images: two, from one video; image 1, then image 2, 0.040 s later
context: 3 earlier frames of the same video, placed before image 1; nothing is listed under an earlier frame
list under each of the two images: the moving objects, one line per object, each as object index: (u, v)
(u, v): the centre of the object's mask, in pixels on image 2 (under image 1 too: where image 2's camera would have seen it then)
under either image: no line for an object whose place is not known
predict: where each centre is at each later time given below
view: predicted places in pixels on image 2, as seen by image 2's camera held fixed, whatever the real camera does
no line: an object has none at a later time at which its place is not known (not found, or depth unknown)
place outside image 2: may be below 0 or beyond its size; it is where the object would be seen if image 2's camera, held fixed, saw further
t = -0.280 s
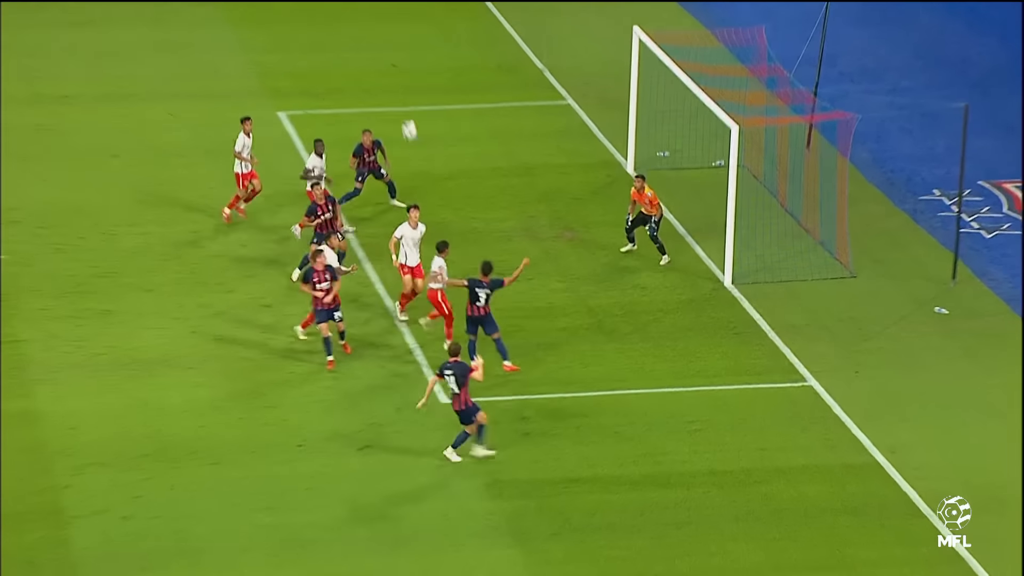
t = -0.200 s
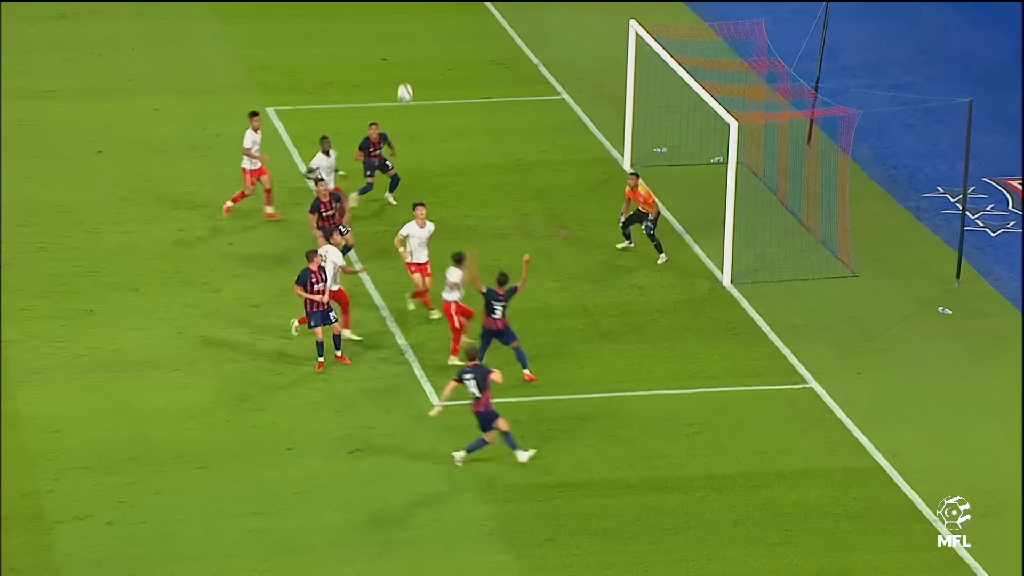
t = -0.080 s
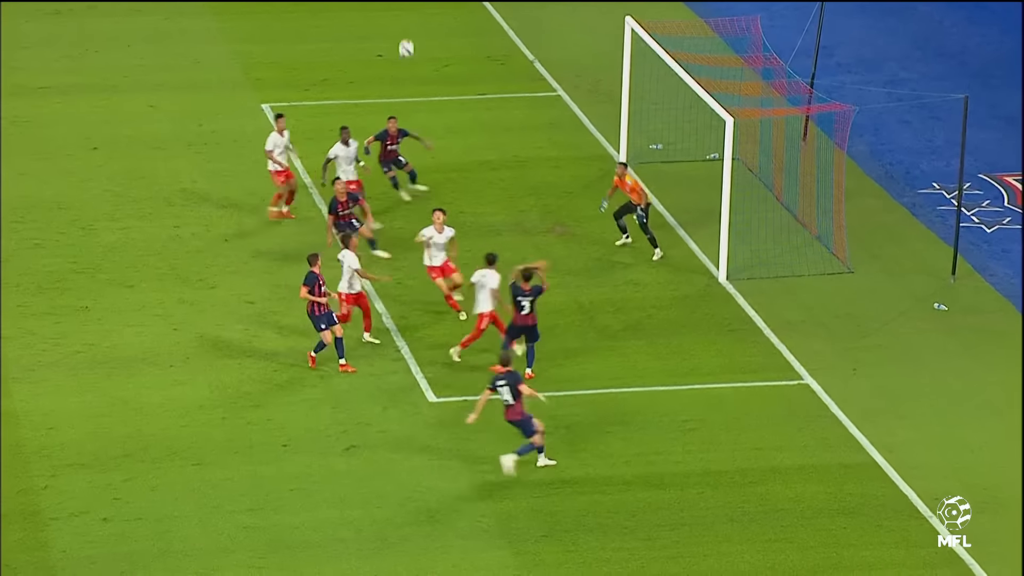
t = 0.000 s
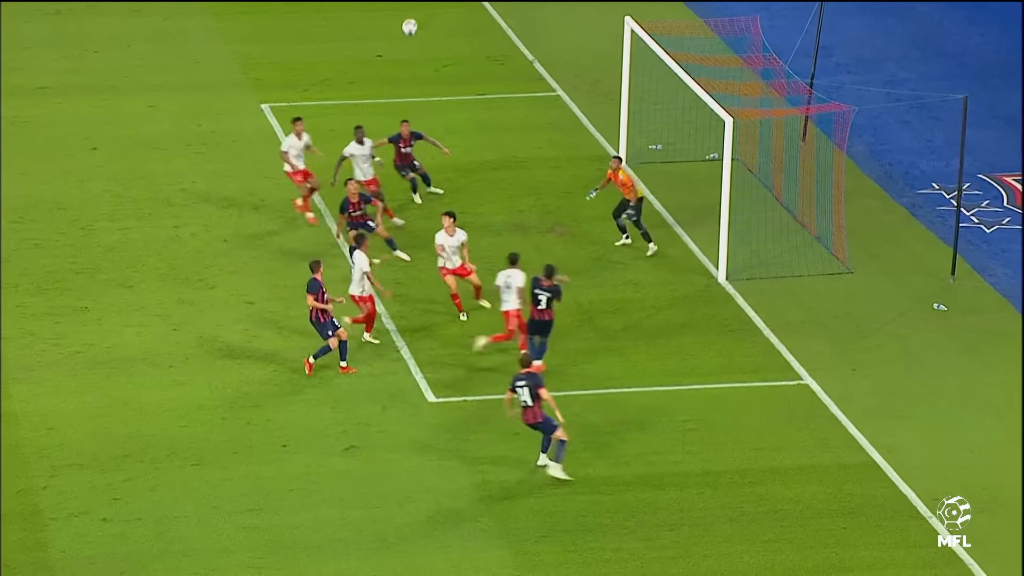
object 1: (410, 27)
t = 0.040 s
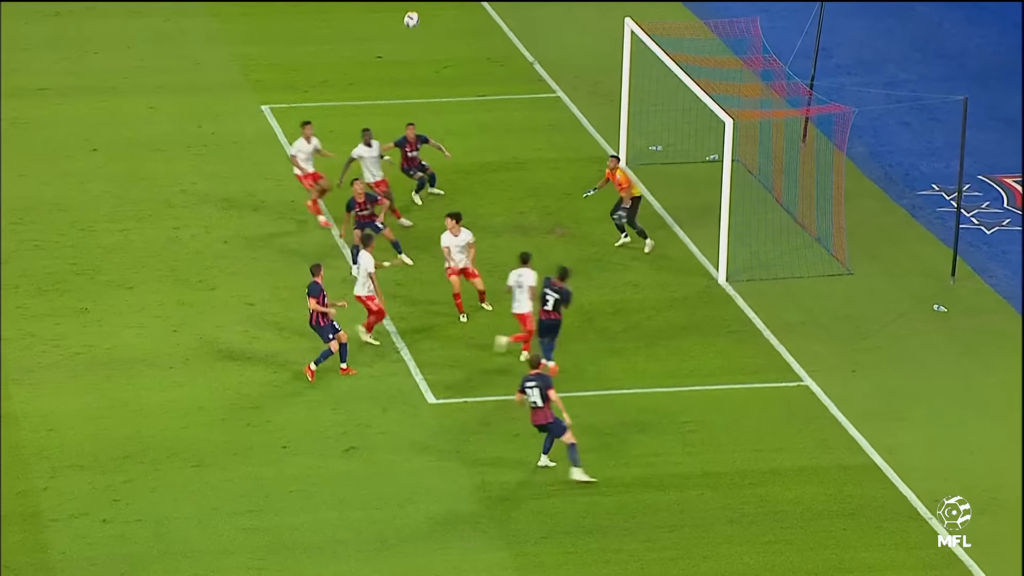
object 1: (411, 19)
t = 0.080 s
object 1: (414, 12)
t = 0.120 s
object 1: (416, 6)
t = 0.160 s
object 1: (418, 2)
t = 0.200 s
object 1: (420, -1)
